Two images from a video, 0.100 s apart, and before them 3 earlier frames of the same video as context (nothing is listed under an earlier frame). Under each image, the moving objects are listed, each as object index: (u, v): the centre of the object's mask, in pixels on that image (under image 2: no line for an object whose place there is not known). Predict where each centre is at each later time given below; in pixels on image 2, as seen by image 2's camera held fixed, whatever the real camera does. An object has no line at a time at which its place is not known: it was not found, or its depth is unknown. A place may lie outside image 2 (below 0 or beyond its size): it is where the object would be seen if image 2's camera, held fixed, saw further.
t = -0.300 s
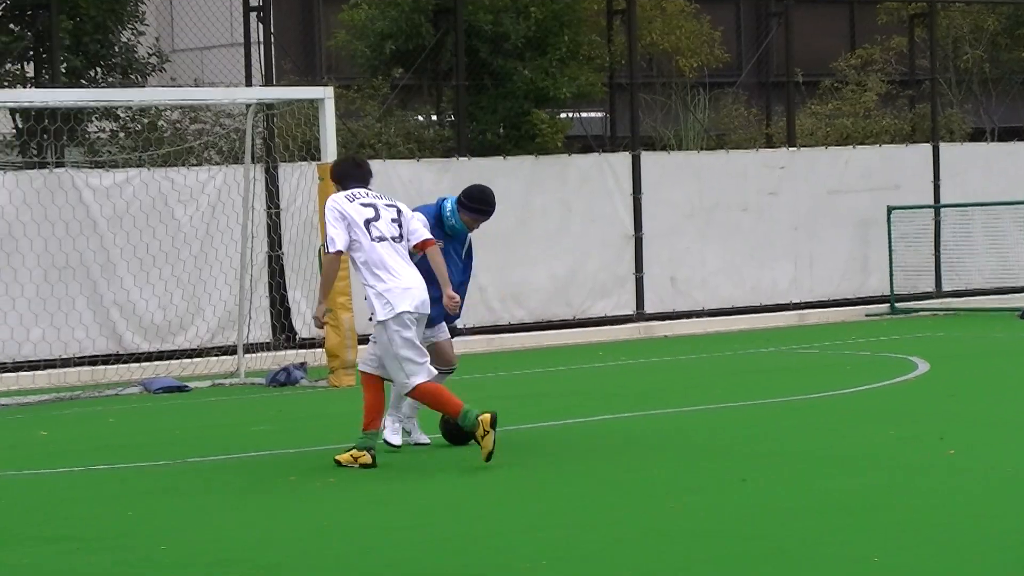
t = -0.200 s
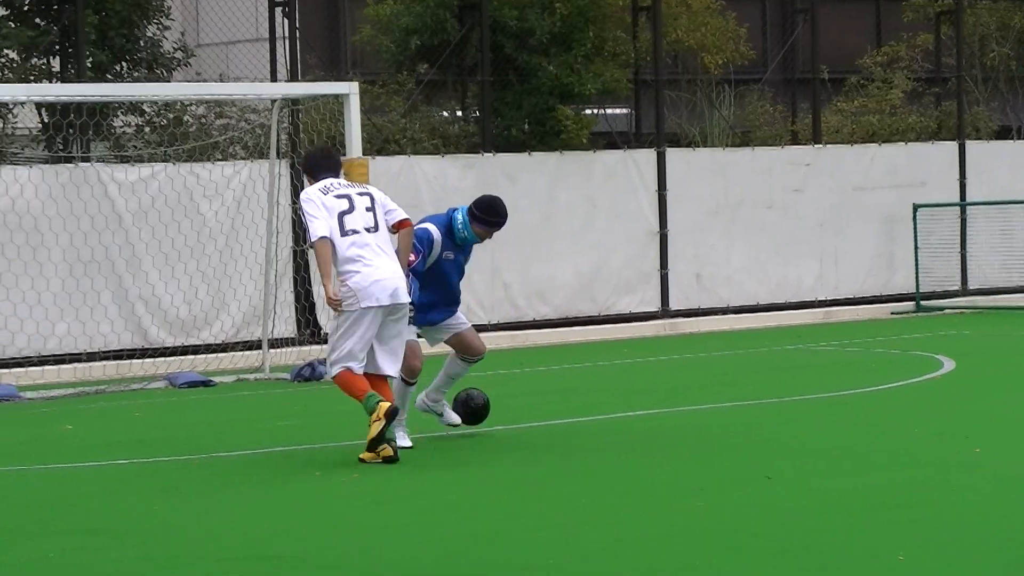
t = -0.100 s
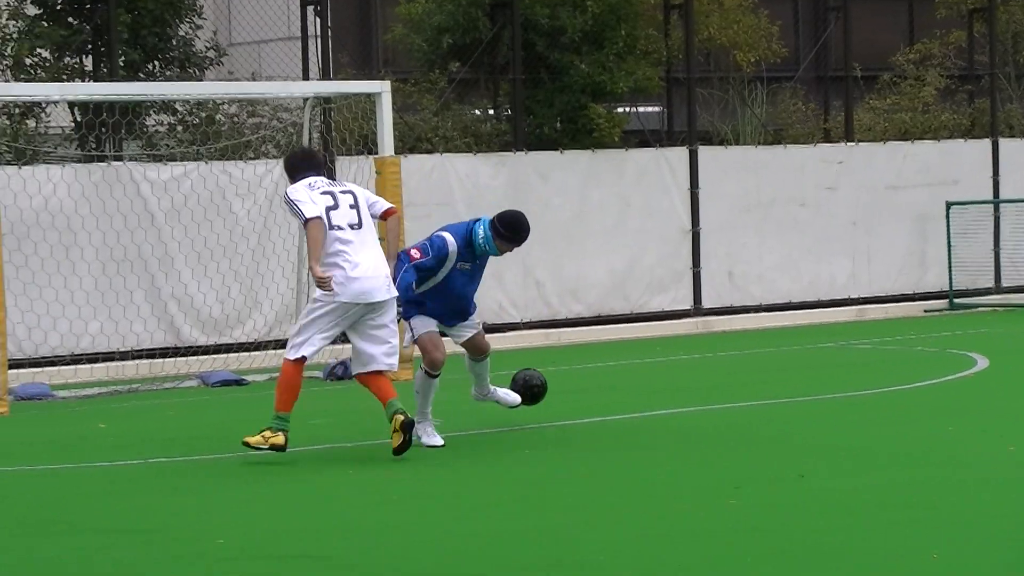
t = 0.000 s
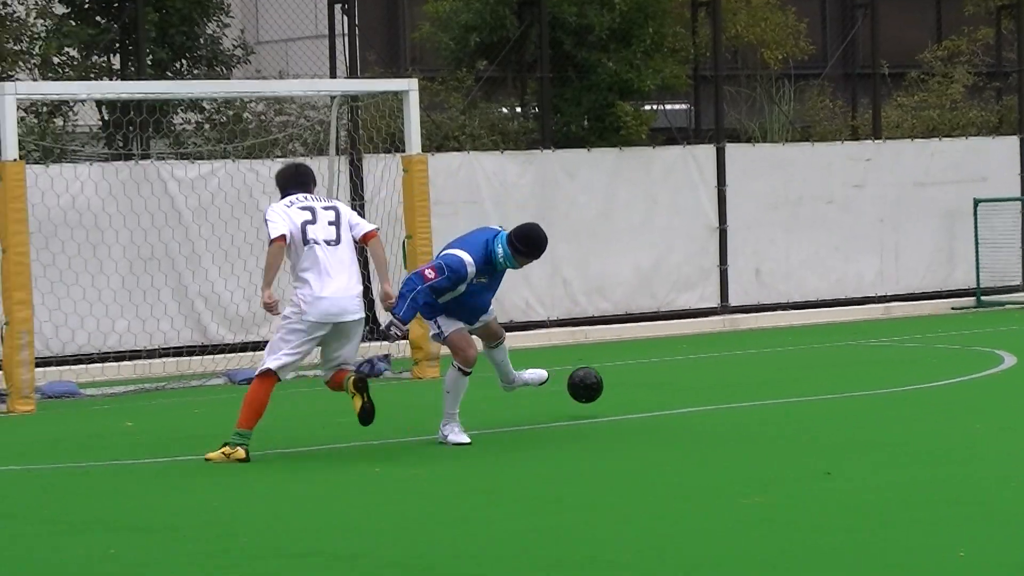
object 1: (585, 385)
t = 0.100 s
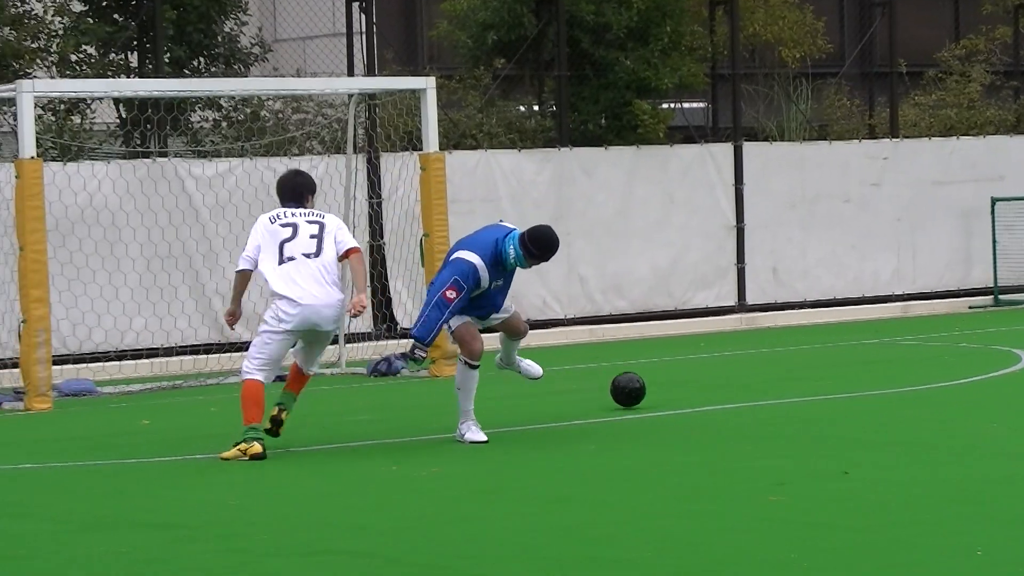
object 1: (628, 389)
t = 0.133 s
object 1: (632, 386)
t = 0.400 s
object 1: (660, 378)
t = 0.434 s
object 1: (664, 377)
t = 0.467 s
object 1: (668, 377)
